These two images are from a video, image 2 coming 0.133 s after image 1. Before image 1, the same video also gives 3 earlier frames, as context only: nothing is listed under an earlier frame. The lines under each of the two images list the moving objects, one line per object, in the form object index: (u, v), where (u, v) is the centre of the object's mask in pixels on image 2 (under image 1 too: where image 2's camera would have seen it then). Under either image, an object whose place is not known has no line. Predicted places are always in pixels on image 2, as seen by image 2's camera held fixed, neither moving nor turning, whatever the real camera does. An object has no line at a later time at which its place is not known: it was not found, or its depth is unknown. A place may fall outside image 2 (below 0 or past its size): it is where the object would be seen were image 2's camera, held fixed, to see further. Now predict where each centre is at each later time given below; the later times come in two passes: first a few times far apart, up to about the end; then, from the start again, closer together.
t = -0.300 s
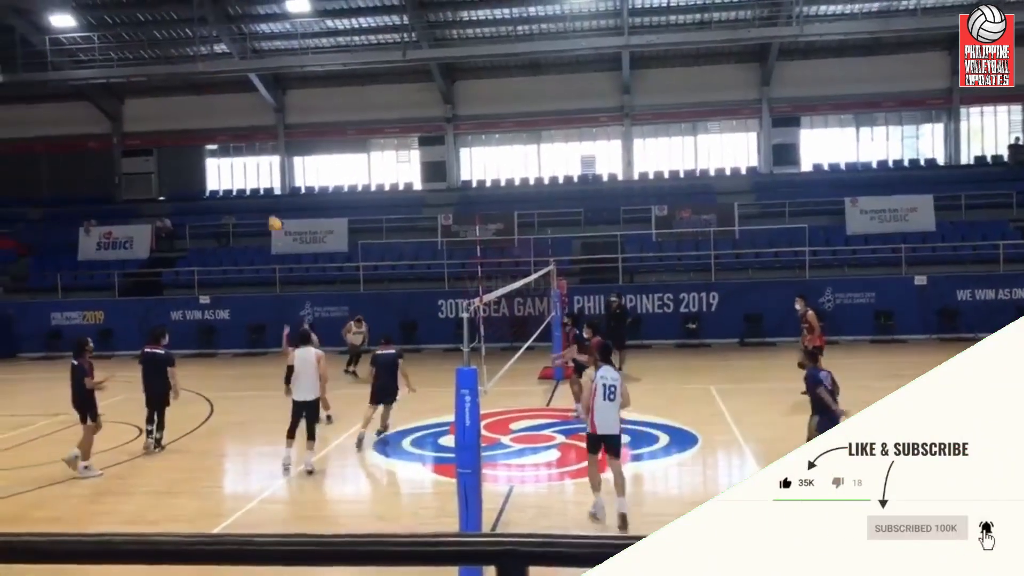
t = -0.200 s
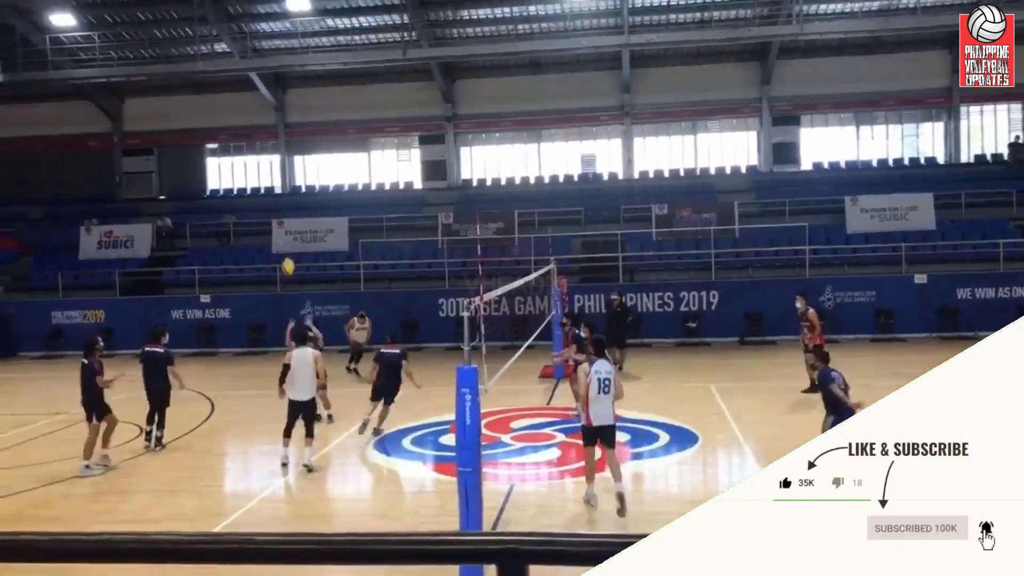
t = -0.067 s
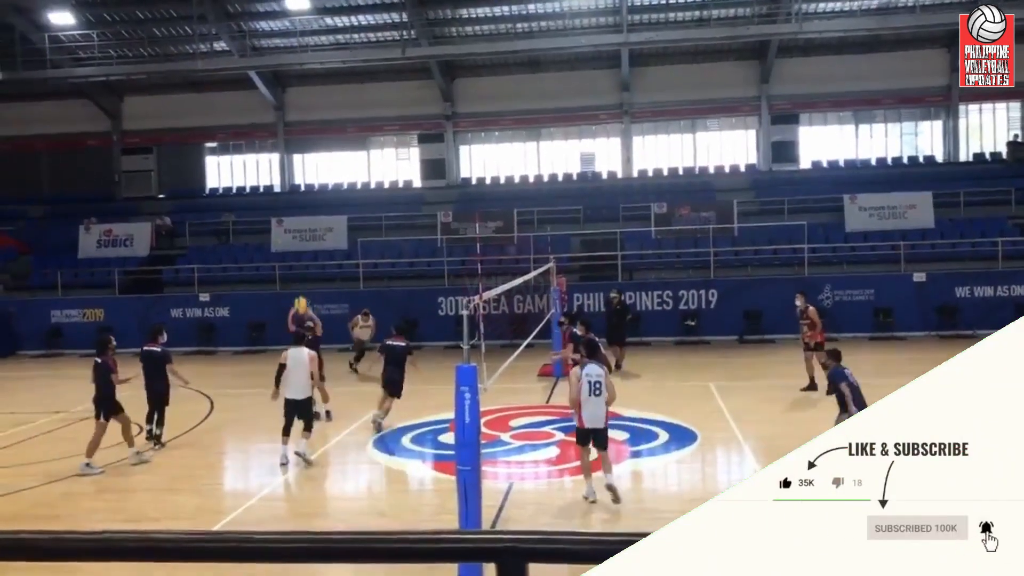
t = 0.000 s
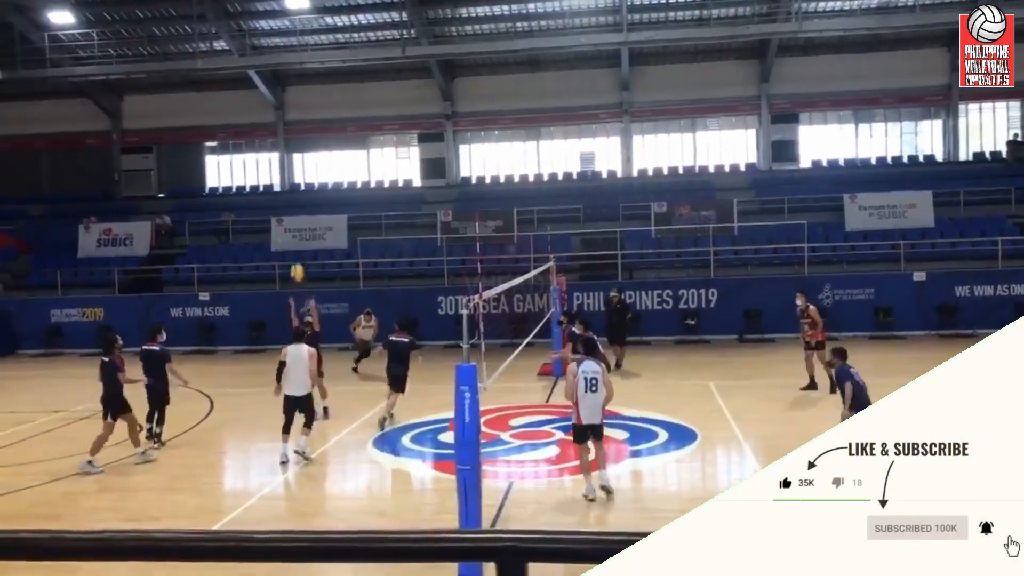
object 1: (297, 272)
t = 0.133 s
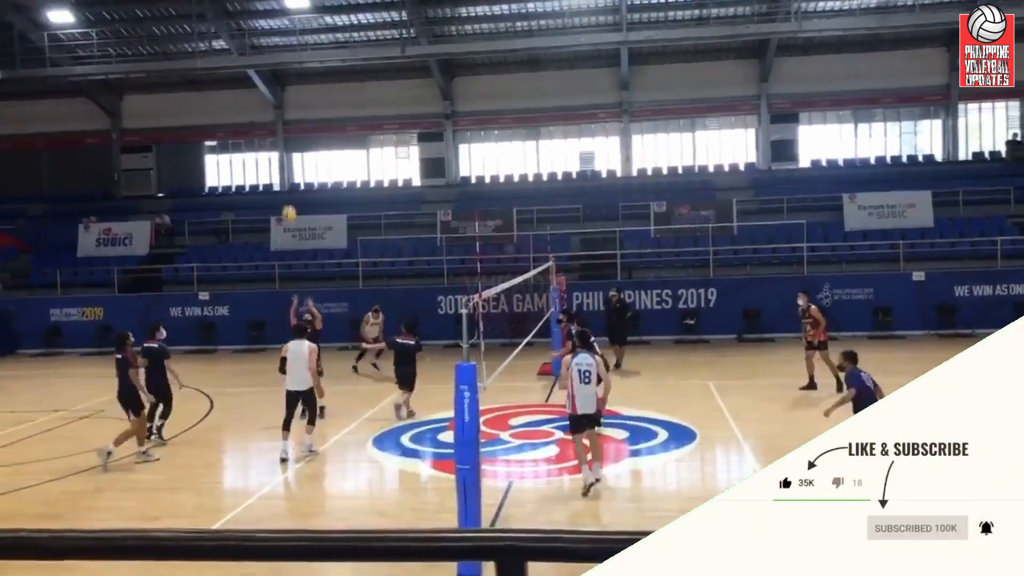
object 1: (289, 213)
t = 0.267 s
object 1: (283, 162)
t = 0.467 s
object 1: (271, 107)
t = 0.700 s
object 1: (258, 70)
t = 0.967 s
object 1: (245, 74)
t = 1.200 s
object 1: (236, 125)
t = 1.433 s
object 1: (229, 224)
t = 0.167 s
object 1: (288, 200)
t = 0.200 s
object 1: (287, 188)
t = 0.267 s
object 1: (283, 162)
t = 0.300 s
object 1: (280, 151)
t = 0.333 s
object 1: (277, 142)
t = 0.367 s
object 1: (276, 133)
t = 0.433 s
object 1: (273, 115)
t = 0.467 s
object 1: (271, 107)
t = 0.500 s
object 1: (268, 100)
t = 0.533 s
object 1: (267, 93)
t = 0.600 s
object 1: (264, 82)
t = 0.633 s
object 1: (262, 77)
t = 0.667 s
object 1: (260, 73)
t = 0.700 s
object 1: (258, 70)
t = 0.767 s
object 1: (254, 66)
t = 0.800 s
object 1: (253, 65)
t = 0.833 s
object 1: (252, 65)
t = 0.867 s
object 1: (250, 65)
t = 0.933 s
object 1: (247, 70)
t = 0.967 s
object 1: (245, 74)
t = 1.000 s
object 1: (244, 79)
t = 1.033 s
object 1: (243, 84)
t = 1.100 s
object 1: (240, 97)
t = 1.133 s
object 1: (238, 105)
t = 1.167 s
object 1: (237, 114)
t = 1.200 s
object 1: (236, 125)
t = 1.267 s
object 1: (234, 146)
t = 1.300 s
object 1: (232, 161)
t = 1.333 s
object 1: (231, 177)
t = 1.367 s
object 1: (231, 192)
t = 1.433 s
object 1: (229, 224)
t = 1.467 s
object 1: (228, 242)
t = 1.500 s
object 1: (228, 262)
